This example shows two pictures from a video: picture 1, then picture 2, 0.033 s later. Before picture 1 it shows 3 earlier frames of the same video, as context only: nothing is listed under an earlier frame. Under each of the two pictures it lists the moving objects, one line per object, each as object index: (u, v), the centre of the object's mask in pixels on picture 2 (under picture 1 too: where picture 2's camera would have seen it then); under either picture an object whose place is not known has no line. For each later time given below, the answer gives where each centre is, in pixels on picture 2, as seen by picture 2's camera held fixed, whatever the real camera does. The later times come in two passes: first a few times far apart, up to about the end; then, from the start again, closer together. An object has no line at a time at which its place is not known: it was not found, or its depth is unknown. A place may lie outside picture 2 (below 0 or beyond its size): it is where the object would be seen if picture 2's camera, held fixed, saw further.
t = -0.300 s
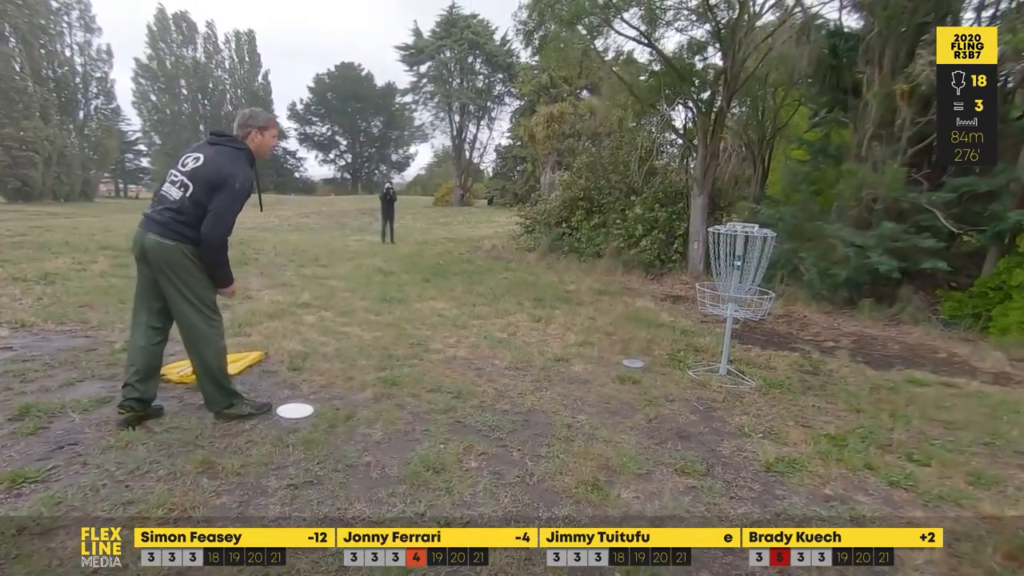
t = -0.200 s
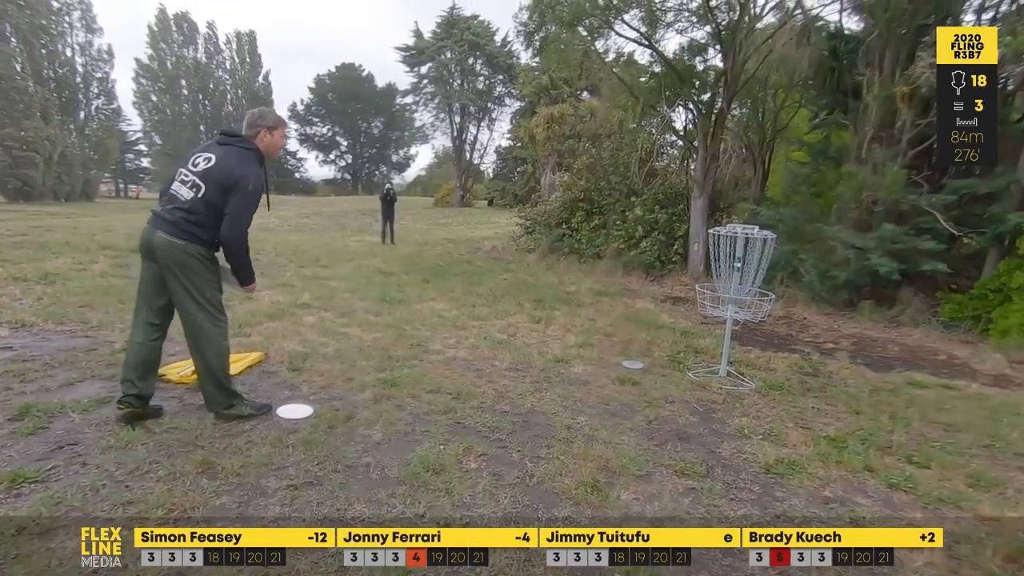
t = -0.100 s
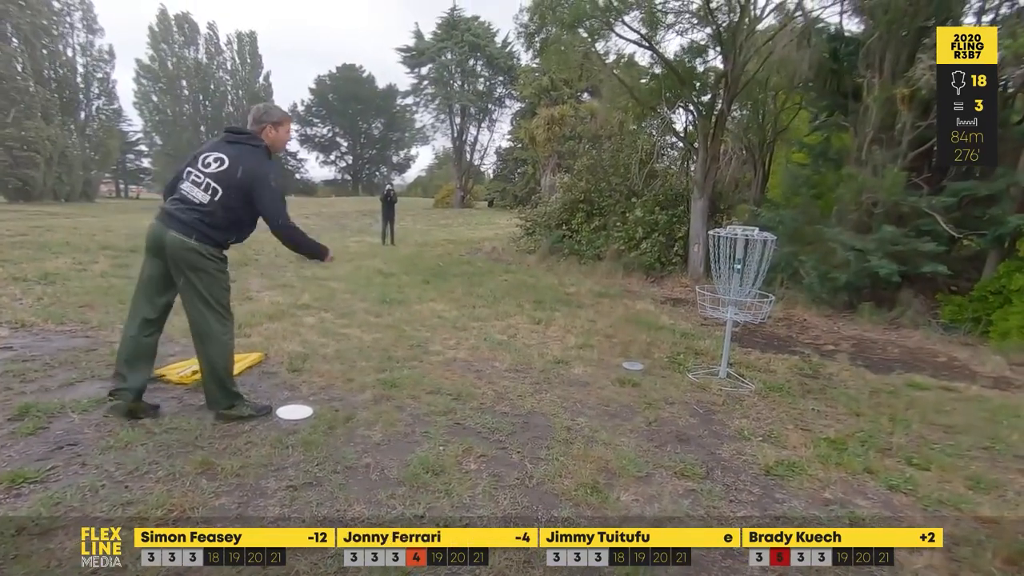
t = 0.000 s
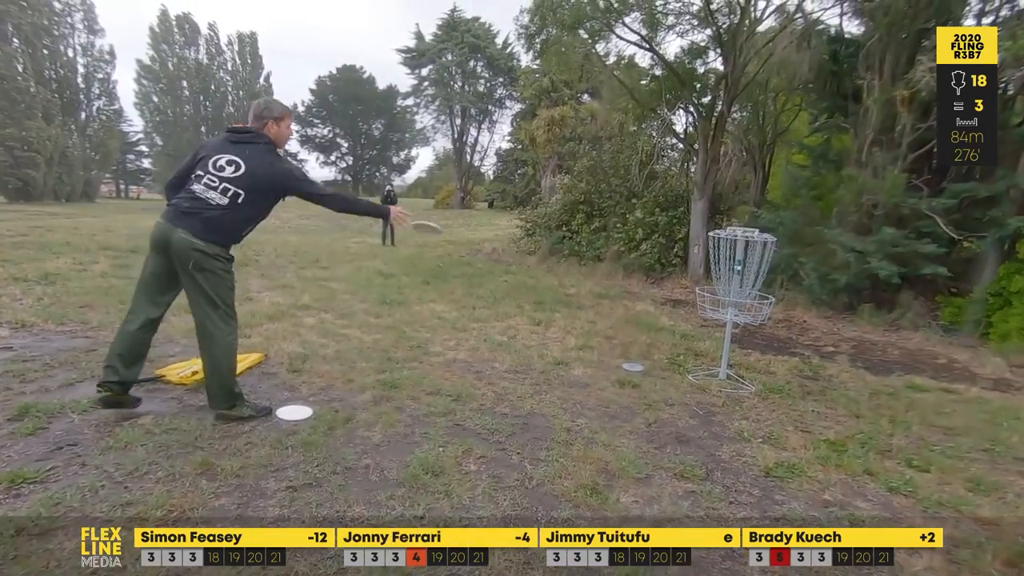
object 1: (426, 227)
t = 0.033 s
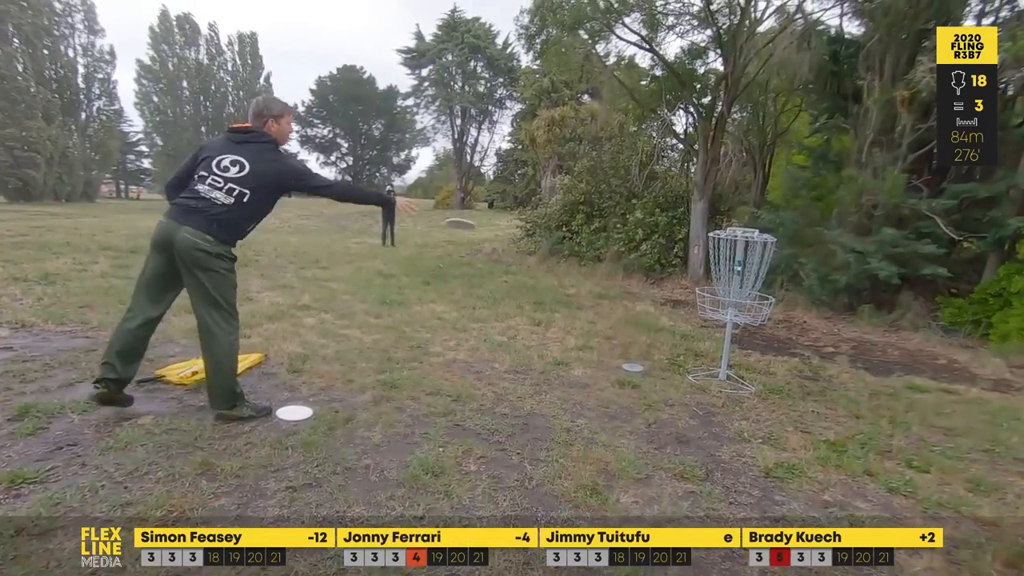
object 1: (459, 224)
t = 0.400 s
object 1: (719, 271)
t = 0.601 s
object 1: (720, 291)
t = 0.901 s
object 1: (715, 306)
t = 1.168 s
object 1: (710, 310)
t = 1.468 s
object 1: (710, 312)
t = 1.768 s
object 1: (710, 312)
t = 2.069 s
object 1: (711, 312)
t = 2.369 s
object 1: (711, 312)
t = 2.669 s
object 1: (711, 312)
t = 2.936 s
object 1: (711, 312)
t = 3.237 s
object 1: (711, 312)
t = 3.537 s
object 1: (711, 312)
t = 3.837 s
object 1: (711, 312)
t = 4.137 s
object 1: (714, 312)
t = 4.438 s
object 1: (713, 311)
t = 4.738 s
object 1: (714, 311)
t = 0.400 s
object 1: (719, 271)
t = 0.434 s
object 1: (722, 275)
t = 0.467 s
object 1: (726, 279)
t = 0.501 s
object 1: (724, 282)
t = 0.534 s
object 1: (723, 287)
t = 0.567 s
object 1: (721, 289)
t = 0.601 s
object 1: (720, 291)
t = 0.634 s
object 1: (719, 293)
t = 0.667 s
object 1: (718, 296)
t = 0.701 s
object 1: (716, 300)
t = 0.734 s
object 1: (715, 302)
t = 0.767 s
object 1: (715, 301)
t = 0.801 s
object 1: (715, 301)
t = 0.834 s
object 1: (714, 303)
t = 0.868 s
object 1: (714, 305)
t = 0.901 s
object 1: (715, 306)
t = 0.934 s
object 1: (713, 309)
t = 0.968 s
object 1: (714, 308)
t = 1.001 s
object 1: (713, 307)
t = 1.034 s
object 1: (713, 309)
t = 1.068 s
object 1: (714, 308)
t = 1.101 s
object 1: (711, 312)
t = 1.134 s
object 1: (710, 311)
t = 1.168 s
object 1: (710, 310)
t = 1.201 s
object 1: (710, 311)
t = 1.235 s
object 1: (711, 312)
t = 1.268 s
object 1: (710, 311)
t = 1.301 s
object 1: (710, 311)
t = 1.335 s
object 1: (710, 312)
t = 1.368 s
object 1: (710, 312)
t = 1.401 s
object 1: (710, 312)
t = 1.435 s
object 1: (710, 312)
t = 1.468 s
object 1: (710, 312)
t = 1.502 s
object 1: (710, 312)
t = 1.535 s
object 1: (710, 312)
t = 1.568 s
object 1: (711, 312)
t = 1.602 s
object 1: (710, 312)
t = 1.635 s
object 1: (711, 312)
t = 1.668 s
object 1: (711, 312)
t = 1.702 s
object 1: (710, 312)
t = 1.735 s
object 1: (710, 312)
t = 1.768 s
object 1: (710, 312)
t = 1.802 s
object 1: (710, 312)
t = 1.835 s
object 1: (710, 312)
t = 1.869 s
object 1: (710, 312)
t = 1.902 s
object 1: (710, 312)
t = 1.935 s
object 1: (710, 312)
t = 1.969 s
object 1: (710, 312)
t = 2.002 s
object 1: (710, 312)
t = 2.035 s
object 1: (711, 312)
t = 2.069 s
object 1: (711, 312)
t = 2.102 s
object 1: (711, 312)
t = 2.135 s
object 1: (711, 312)
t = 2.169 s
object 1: (711, 312)
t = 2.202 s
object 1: (711, 312)
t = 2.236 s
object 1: (711, 312)
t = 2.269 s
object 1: (711, 312)
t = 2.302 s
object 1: (711, 312)
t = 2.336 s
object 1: (711, 312)
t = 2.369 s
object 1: (711, 312)
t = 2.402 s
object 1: (711, 312)
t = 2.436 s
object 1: (711, 312)
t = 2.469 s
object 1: (711, 312)
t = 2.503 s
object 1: (711, 312)
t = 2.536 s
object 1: (711, 312)
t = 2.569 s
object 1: (711, 312)
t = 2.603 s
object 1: (711, 312)
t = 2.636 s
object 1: (711, 312)
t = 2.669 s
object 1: (711, 312)
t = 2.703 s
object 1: (711, 312)
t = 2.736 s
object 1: (711, 312)
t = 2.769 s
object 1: (710, 312)
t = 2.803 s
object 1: (711, 312)
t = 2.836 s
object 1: (711, 312)
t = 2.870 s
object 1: (711, 312)
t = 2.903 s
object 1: (711, 312)
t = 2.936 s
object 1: (711, 312)
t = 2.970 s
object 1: (711, 312)
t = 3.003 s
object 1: (711, 312)
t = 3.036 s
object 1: (711, 312)
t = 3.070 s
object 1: (711, 312)
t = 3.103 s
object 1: (711, 312)
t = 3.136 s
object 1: (711, 312)
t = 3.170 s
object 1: (711, 312)
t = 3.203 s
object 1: (711, 312)
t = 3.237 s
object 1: (711, 312)
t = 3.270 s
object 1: (711, 312)
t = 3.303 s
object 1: (711, 312)
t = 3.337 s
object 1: (711, 311)
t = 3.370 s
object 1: (711, 311)
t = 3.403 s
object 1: (711, 311)
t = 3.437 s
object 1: (711, 311)
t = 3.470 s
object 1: (711, 311)
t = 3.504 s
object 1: (711, 311)
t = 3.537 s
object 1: (711, 312)
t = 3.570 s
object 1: (711, 312)
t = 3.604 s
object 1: (711, 312)
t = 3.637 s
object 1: (711, 312)
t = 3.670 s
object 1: (711, 311)
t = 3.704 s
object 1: (711, 312)
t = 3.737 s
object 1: (711, 312)
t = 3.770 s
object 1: (711, 312)
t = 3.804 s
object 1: (711, 312)
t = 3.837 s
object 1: (711, 312)
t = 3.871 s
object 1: (711, 312)
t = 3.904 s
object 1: (712, 312)
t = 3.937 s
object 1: (712, 312)
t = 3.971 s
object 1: (713, 312)
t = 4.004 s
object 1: (712, 312)
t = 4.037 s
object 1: (712, 312)
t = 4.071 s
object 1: (713, 312)
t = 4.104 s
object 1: (714, 312)
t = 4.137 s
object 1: (714, 312)
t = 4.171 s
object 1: (713, 312)
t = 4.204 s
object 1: (713, 312)
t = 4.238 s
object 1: (713, 312)
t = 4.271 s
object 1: (714, 312)
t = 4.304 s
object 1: (714, 311)
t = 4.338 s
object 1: (714, 311)
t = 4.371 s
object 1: (714, 311)
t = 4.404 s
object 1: (714, 311)
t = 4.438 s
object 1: (713, 311)
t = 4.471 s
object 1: (714, 311)
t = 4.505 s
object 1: (714, 311)
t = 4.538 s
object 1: (714, 311)
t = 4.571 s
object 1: (714, 311)
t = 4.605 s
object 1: (714, 311)
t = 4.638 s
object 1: (714, 311)
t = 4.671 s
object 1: (714, 311)
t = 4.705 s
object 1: (714, 311)
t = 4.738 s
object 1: (714, 311)
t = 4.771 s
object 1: (714, 311)
